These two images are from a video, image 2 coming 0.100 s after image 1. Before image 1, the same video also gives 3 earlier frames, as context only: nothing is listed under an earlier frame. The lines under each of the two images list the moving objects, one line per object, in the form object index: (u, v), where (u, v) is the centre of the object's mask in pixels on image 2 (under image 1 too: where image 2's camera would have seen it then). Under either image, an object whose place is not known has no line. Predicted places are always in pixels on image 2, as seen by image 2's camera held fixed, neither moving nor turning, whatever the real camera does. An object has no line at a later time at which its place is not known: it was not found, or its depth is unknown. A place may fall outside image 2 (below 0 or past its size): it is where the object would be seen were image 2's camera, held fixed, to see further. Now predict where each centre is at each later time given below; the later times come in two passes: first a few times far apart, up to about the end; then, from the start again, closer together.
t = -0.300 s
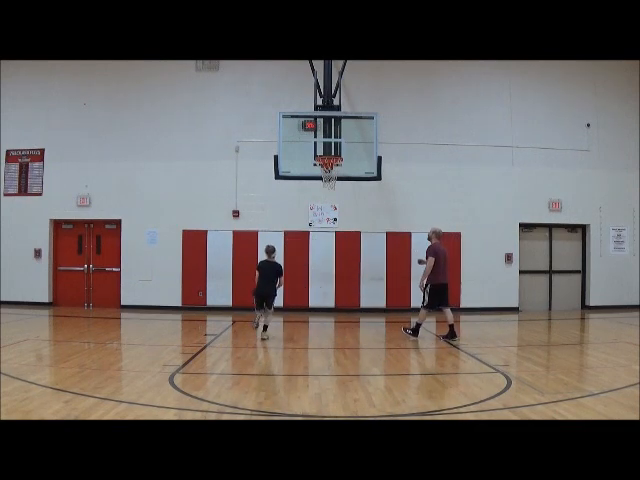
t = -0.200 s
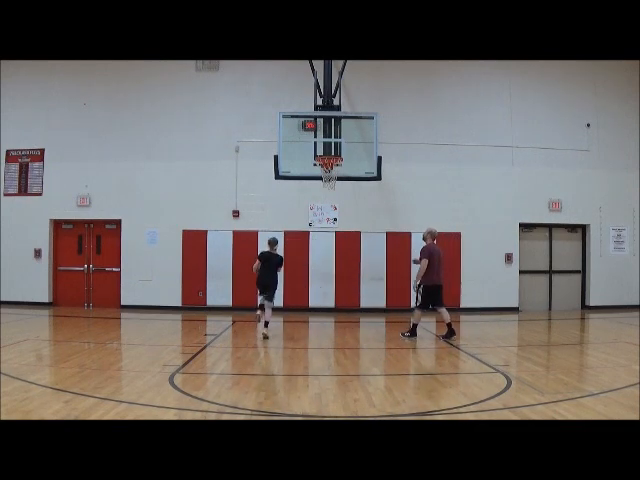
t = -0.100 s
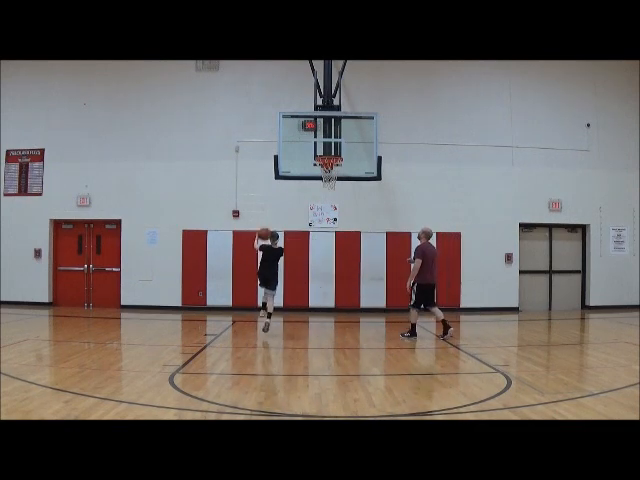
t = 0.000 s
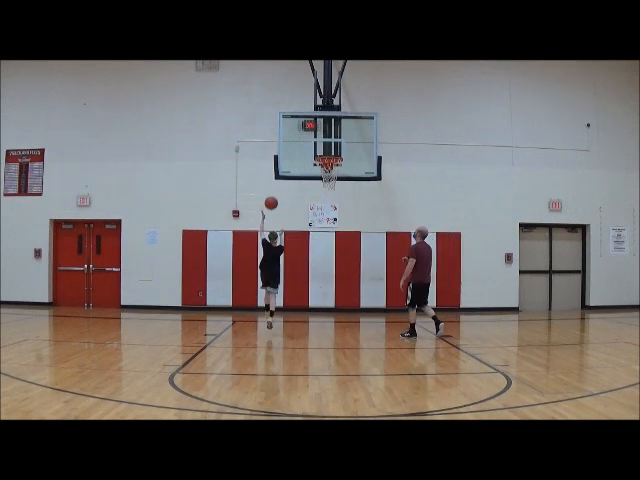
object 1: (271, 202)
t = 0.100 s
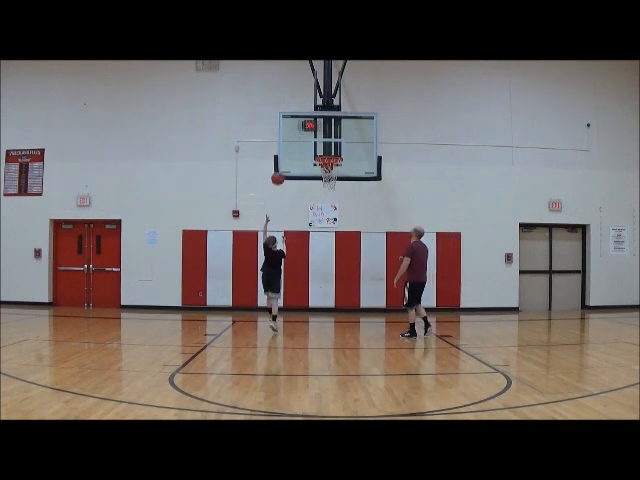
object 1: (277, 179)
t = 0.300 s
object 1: (290, 148)
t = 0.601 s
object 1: (306, 142)
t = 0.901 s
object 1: (311, 145)
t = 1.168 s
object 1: (306, 166)
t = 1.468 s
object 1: (301, 236)
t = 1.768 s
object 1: (297, 306)
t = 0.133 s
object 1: (280, 171)
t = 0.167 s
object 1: (282, 165)
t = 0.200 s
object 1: (284, 159)
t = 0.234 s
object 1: (286, 155)
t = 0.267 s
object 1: (288, 151)
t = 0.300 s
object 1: (290, 148)
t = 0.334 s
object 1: (292, 144)
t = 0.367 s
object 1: (294, 142)
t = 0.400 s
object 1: (296, 140)
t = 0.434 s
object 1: (297, 140)
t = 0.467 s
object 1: (299, 139)
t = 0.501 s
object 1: (301, 139)
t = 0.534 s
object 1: (302, 140)
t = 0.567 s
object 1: (304, 141)
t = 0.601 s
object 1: (306, 142)
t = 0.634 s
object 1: (309, 145)
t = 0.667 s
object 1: (310, 147)
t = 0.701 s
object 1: (312, 151)
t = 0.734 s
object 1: (313, 152)
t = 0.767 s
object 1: (313, 149)
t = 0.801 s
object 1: (312, 147)
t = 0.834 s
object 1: (312, 146)
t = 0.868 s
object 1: (311, 145)
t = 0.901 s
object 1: (311, 145)
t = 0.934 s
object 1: (310, 146)
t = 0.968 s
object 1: (310, 146)
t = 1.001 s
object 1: (309, 148)
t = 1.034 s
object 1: (308, 151)
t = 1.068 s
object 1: (308, 154)
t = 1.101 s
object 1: (308, 157)
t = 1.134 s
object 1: (307, 161)
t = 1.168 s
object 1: (306, 166)
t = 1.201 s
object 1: (306, 171)
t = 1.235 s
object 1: (305, 178)
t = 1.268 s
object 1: (305, 185)
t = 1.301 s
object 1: (304, 192)
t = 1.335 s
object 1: (304, 200)
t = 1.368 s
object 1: (303, 209)
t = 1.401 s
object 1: (302, 218)
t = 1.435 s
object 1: (302, 226)
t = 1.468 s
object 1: (301, 236)
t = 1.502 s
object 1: (301, 248)
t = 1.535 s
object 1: (299, 260)
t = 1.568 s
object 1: (299, 274)
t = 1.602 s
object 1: (298, 287)
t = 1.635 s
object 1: (298, 303)
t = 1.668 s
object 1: (297, 317)
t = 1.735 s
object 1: (297, 316)
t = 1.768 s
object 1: (297, 306)
